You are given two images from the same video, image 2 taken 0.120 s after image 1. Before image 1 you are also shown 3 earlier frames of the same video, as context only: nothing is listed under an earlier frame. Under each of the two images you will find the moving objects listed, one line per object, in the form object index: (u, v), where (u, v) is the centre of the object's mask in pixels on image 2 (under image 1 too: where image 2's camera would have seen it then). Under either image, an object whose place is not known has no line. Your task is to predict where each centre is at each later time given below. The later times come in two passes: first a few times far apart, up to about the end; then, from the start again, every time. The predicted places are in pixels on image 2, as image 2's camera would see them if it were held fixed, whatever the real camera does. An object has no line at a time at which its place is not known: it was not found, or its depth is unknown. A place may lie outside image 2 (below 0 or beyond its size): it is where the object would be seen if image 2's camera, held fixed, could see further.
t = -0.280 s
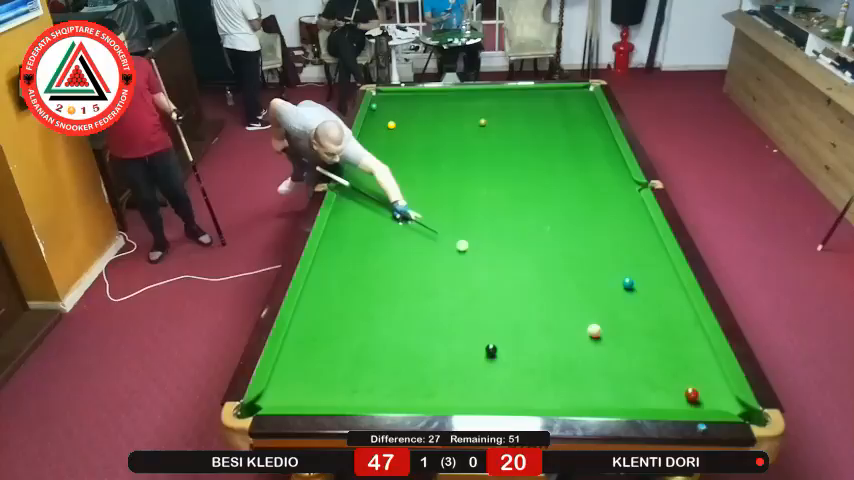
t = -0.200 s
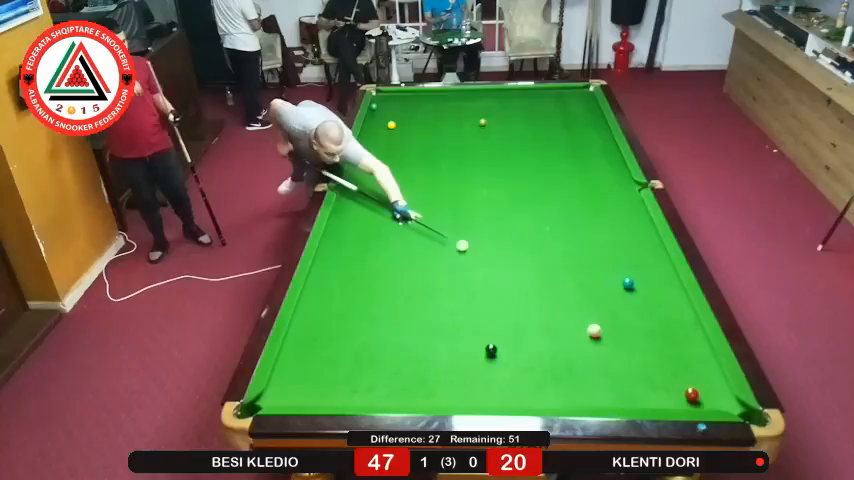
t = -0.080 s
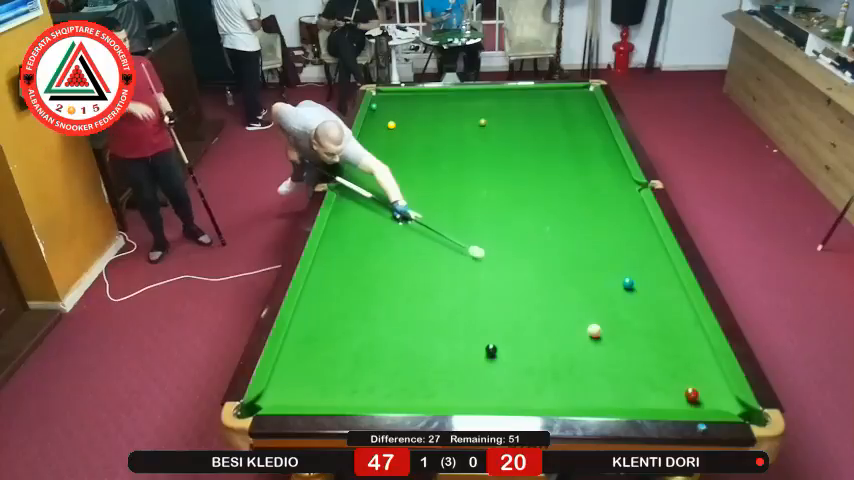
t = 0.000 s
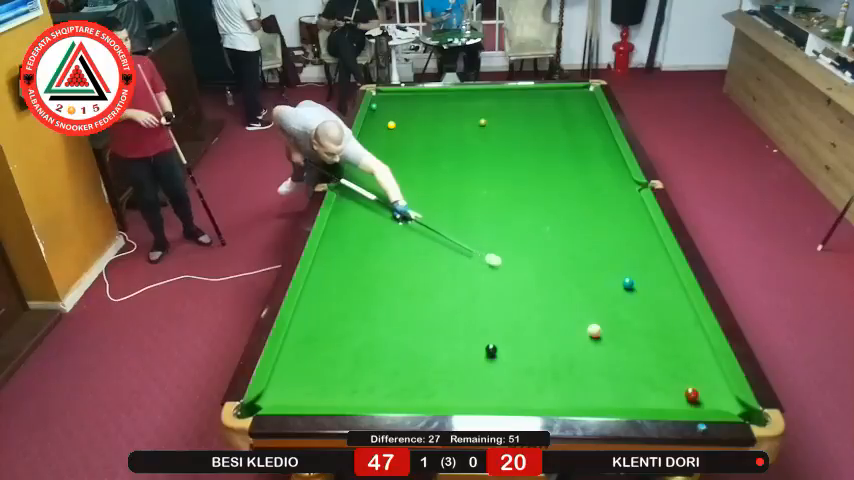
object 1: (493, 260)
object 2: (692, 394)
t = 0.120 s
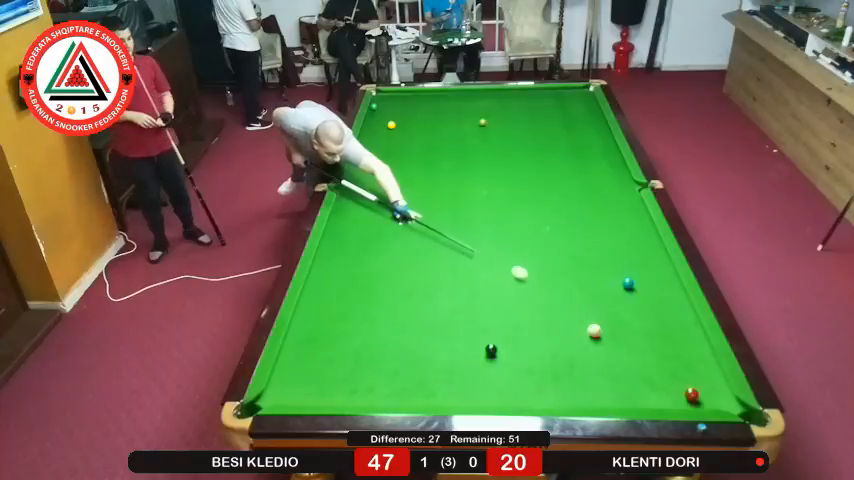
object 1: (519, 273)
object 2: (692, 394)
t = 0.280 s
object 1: (557, 291)
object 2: (692, 394)
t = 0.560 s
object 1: (631, 327)
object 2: (692, 394)
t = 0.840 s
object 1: (714, 368)
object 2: (692, 394)
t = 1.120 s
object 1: (688, 386)
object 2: (683, 401)
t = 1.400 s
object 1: (677, 382)
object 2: (657, 390)
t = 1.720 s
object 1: (669, 376)
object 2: (627, 381)
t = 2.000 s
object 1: (663, 372)
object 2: (605, 375)
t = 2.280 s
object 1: (658, 369)
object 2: (585, 368)
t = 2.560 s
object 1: (655, 367)
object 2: (567, 364)
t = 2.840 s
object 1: (653, 367)
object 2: (552, 360)
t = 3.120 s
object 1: (653, 367)
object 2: (539, 356)
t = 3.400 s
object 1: (653, 367)
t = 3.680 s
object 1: (653, 367)
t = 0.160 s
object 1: (529, 277)
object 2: (692, 394)
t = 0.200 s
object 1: (538, 282)
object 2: (692, 394)
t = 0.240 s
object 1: (547, 286)
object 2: (692, 394)
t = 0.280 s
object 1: (557, 291)
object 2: (692, 394)
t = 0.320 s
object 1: (567, 296)
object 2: (692, 394)
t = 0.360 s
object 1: (577, 301)
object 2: (692, 394)
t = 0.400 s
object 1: (587, 305)
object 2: (692, 394)
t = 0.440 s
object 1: (598, 310)
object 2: (692, 394)
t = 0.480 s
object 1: (609, 316)
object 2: (692, 394)
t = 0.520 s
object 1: (620, 321)
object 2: (692, 394)
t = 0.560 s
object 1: (631, 327)
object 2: (692, 394)
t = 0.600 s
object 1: (642, 332)
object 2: (692, 394)
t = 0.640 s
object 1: (654, 338)
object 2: (692, 394)
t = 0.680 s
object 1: (666, 344)
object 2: (692, 394)
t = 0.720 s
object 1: (678, 350)
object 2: (692, 394)
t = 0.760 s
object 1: (690, 355)
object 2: (692, 394)
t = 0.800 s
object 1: (703, 362)
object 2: (692, 394)
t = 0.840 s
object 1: (714, 368)
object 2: (692, 394)
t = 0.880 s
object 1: (710, 373)
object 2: (692, 394)
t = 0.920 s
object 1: (705, 377)
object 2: (692, 394)
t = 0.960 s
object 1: (700, 382)
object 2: (692, 395)
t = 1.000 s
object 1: (696, 385)
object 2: (691, 397)
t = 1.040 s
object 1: (693, 385)
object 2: (689, 400)
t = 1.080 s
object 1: (690, 386)
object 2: (686, 402)
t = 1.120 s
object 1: (688, 386)
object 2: (683, 401)
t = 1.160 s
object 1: (686, 387)
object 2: (680, 399)
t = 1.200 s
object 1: (683, 387)
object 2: (677, 396)
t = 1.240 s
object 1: (681, 386)
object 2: (673, 395)
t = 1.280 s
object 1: (680, 385)
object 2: (668, 394)
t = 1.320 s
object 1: (679, 384)
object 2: (665, 392)
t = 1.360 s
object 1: (678, 383)
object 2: (661, 391)
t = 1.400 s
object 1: (677, 382)
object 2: (657, 390)
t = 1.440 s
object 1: (676, 381)
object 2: (653, 389)
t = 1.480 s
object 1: (675, 380)
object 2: (649, 387)
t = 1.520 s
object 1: (674, 380)
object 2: (645, 386)
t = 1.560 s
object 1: (673, 379)
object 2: (642, 385)
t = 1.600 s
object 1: (672, 378)
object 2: (638, 384)
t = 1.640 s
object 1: (671, 377)
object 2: (634, 383)
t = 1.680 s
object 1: (670, 376)
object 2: (631, 382)
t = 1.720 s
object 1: (669, 376)
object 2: (627, 381)
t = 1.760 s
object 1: (668, 375)
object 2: (624, 380)
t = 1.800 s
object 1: (667, 374)
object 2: (621, 379)
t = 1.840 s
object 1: (666, 374)
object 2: (617, 378)
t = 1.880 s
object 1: (665, 373)
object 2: (614, 377)
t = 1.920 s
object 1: (664, 373)
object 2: (611, 376)
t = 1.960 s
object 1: (664, 372)
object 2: (608, 376)
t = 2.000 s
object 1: (663, 372)
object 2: (605, 375)
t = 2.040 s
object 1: (662, 371)
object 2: (602, 374)
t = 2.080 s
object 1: (661, 371)
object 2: (599, 372)
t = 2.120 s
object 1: (661, 370)
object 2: (596, 372)
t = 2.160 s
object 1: (660, 370)
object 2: (593, 371)
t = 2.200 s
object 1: (659, 369)
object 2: (590, 370)
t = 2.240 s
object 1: (658, 369)
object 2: (587, 369)
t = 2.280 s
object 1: (658, 369)
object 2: (585, 368)
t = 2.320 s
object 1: (657, 368)
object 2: (582, 368)
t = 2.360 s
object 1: (657, 368)
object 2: (579, 367)
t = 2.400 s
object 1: (656, 368)
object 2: (577, 366)
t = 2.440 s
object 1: (656, 368)
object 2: (574, 365)
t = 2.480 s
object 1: (655, 368)
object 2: (572, 365)
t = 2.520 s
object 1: (655, 367)
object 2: (569, 364)
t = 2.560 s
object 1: (655, 367)
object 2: (567, 364)
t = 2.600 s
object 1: (654, 367)
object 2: (565, 363)
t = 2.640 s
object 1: (654, 367)
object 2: (562, 362)
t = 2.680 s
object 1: (654, 367)
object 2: (560, 362)
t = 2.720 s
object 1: (653, 367)
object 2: (558, 361)
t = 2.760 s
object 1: (653, 367)
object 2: (556, 361)
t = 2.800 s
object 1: (653, 367)
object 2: (554, 360)
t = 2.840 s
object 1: (653, 367)
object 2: (552, 360)
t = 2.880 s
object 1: (653, 367)
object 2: (550, 359)
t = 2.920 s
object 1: (653, 367)
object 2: (548, 359)
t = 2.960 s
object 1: (653, 367)
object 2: (546, 358)
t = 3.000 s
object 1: (653, 367)
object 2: (544, 358)
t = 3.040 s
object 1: (653, 367)
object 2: (542, 357)
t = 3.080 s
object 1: (653, 367)
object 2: (540, 356)
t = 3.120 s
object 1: (653, 367)
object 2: (539, 356)
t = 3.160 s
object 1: (653, 367)
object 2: (537, 356)
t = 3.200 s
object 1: (653, 367)
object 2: (536, 356)
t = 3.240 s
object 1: (653, 367)
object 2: (534, 355)
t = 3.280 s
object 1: (653, 367)
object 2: (533, 355)
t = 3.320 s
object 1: (653, 367)
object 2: (531, 355)
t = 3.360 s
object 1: (653, 367)
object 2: (530, 354)
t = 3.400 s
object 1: (653, 367)
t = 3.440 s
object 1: (653, 367)
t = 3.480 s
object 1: (653, 367)
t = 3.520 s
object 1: (653, 367)
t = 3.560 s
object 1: (653, 367)
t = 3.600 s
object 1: (653, 367)
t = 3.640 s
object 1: (653, 367)
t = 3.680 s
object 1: (653, 367)
